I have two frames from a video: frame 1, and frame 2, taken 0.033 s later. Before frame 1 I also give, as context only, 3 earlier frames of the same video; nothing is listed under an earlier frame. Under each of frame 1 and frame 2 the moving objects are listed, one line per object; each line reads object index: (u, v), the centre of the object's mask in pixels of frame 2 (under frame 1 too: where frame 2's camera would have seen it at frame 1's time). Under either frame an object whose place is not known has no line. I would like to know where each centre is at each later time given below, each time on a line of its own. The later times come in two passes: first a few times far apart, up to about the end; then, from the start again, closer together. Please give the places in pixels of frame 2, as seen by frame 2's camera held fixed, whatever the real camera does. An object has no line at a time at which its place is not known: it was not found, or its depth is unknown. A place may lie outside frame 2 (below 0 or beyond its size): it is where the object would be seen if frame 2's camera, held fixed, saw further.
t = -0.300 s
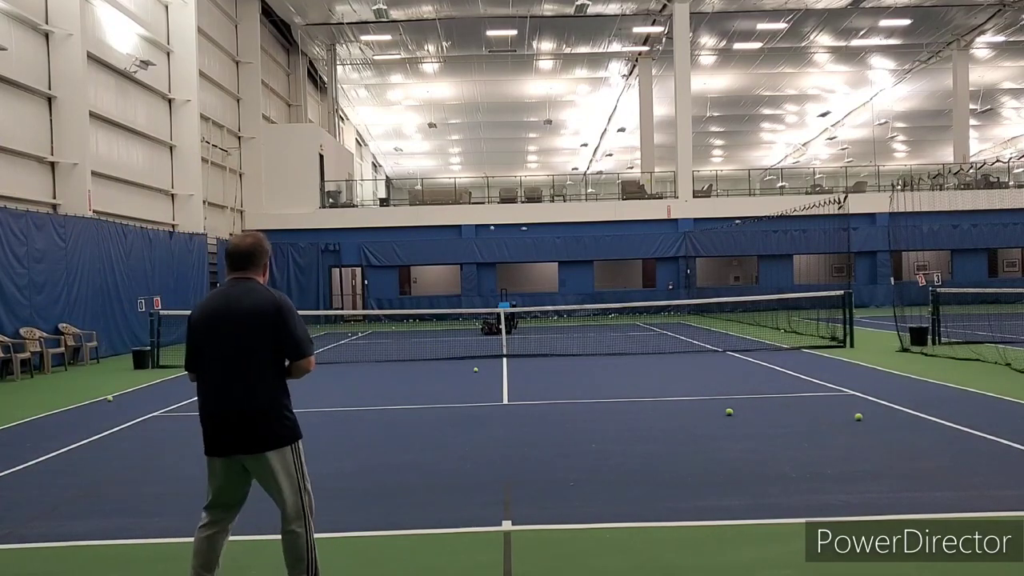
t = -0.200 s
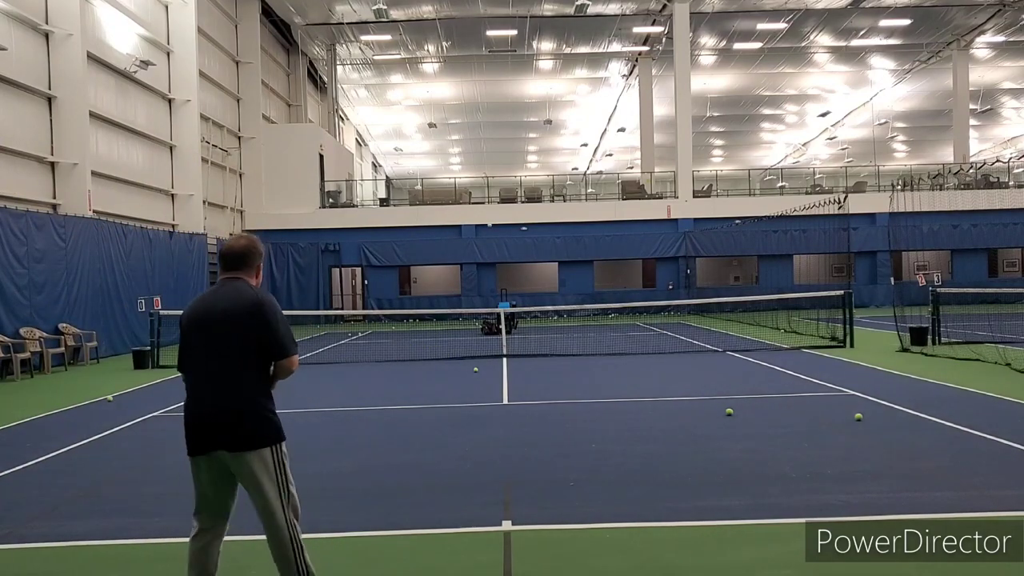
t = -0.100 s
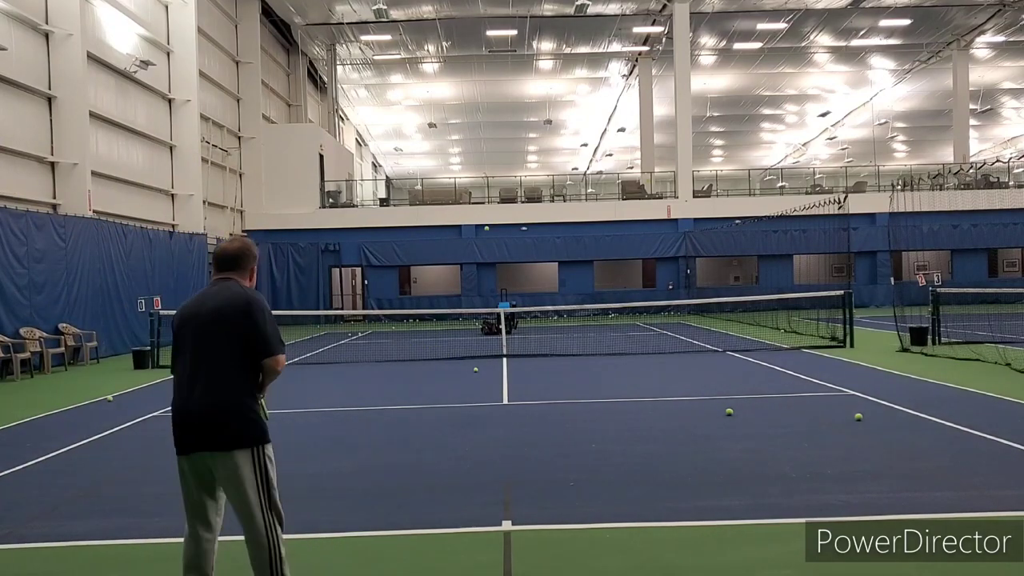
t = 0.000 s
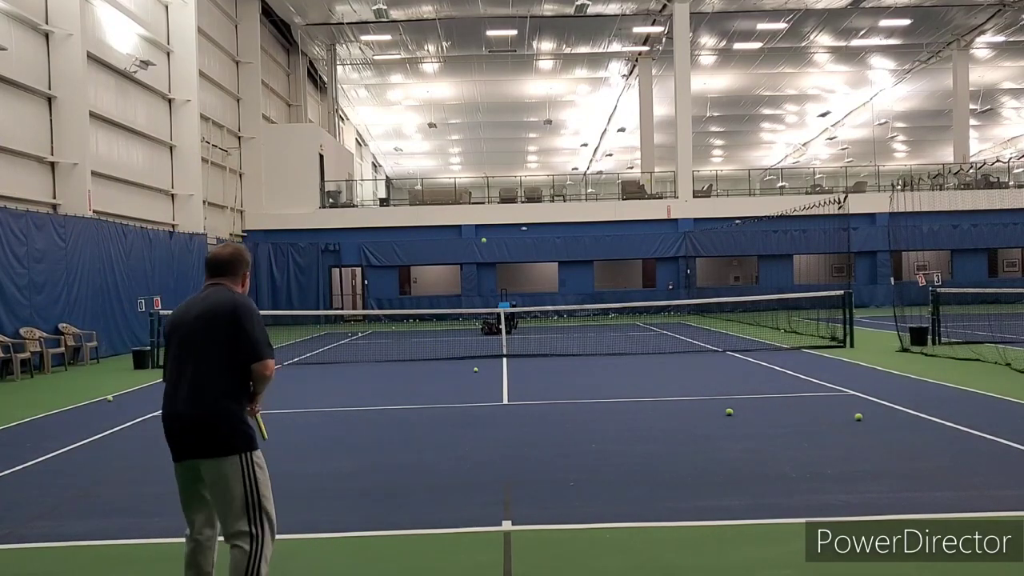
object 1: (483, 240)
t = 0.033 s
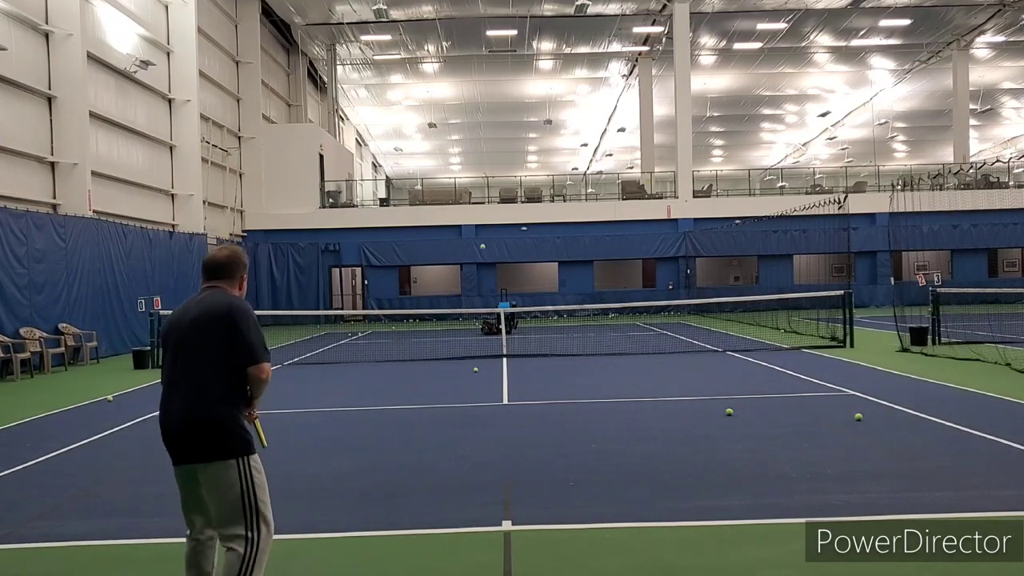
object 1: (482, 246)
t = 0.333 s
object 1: (473, 369)
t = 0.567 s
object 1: (457, 369)
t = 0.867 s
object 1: (419, 335)
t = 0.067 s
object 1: (482, 254)
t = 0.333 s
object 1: (473, 369)
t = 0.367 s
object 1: (471, 392)
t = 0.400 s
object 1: (469, 419)
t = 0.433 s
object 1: (467, 411)
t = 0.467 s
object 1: (465, 399)
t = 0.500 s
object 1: (462, 388)
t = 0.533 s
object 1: (460, 378)
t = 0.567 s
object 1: (457, 369)
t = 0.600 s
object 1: (454, 360)
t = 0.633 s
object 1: (450, 352)
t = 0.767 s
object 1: (435, 332)
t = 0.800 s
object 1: (430, 332)
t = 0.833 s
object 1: (425, 332)
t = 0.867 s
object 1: (419, 335)
